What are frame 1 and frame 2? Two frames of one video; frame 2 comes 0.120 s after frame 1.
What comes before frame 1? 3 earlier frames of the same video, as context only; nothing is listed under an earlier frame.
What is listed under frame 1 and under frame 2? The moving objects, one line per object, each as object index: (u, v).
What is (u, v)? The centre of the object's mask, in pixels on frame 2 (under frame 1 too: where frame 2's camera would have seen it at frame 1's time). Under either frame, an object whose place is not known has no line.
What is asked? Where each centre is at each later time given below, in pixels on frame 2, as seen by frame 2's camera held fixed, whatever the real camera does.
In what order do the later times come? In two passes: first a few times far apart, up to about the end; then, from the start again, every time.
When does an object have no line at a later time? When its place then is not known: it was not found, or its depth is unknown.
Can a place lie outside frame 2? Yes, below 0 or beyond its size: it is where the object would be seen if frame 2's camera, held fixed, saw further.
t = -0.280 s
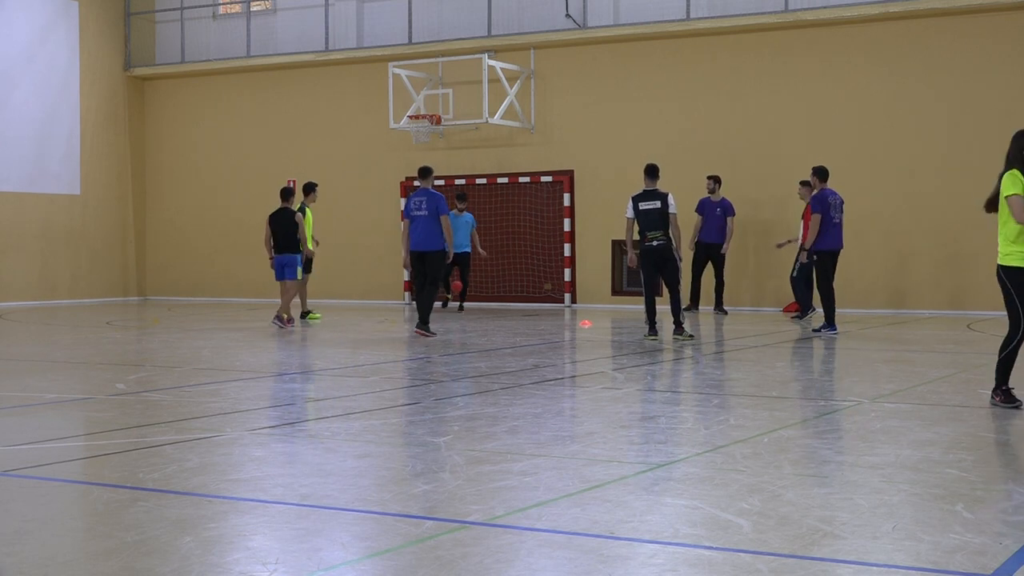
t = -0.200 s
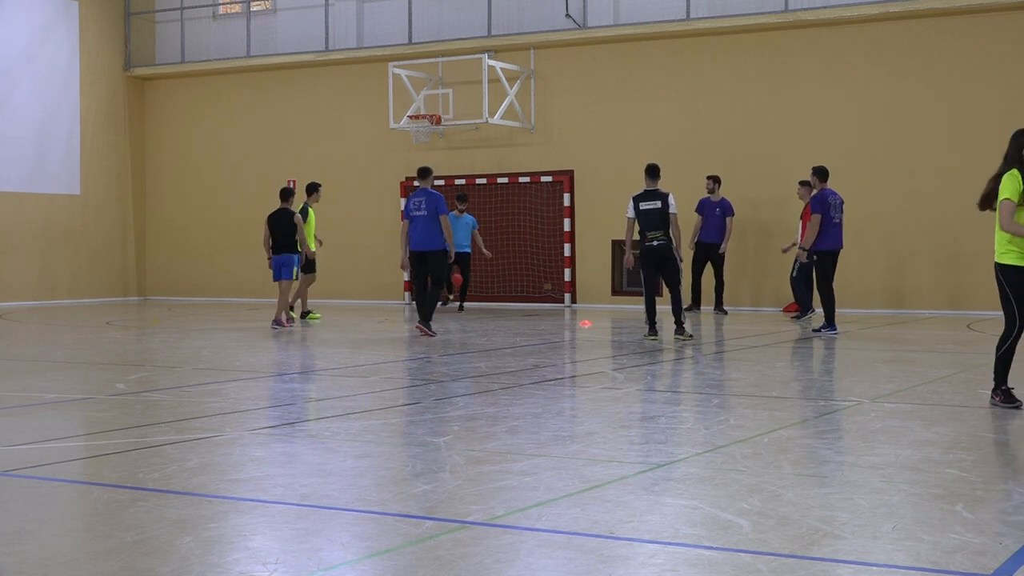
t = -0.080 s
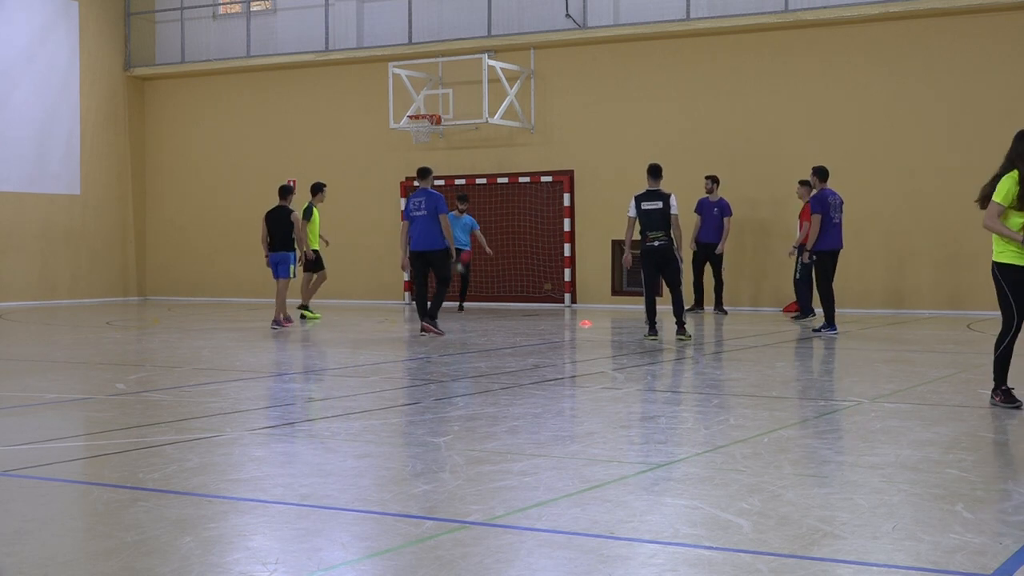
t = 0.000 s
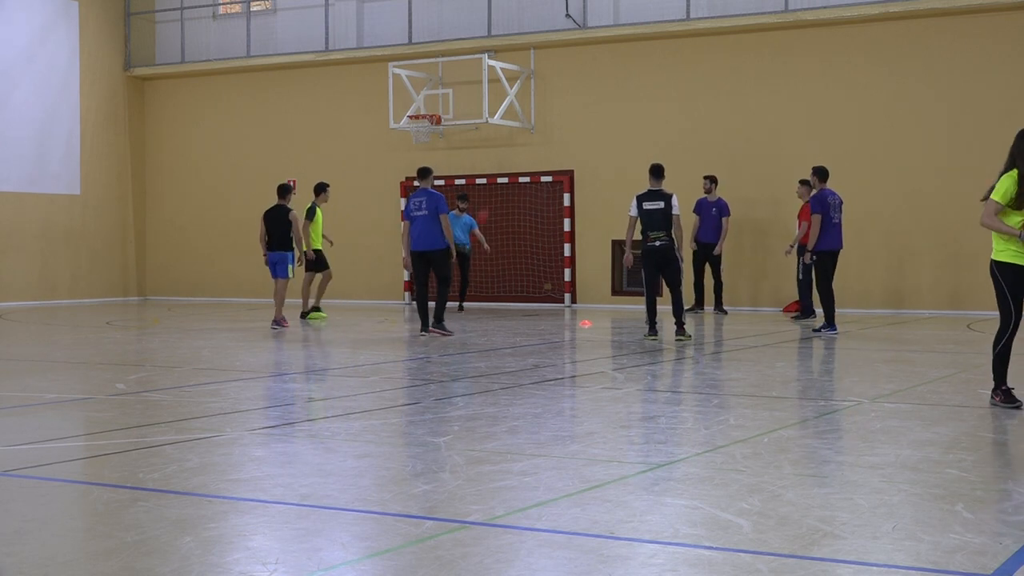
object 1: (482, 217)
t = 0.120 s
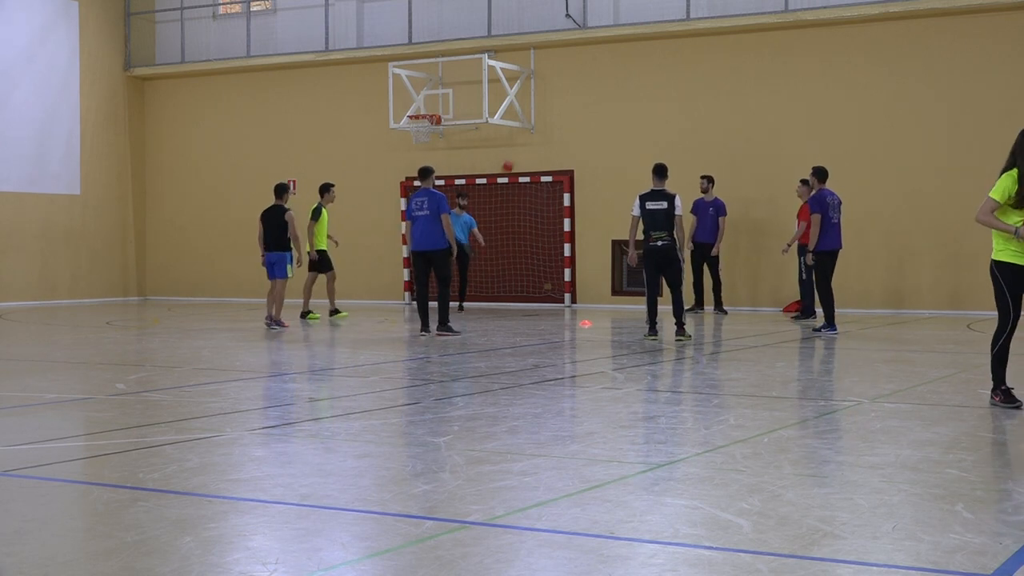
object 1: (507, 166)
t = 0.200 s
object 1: (525, 139)
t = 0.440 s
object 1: (579, 78)
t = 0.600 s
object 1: (617, 61)
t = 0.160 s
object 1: (516, 152)
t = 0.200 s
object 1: (525, 139)
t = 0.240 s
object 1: (533, 126)
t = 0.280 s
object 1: (543, 113)
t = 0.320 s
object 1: (551, 103)
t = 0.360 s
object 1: (561, 93)
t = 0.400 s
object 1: (570, 85)
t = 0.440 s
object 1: (579, 78)
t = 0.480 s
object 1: (588, 72)
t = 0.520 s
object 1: (597, 67)
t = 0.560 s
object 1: (607, 64)
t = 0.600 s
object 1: (617, 61)
